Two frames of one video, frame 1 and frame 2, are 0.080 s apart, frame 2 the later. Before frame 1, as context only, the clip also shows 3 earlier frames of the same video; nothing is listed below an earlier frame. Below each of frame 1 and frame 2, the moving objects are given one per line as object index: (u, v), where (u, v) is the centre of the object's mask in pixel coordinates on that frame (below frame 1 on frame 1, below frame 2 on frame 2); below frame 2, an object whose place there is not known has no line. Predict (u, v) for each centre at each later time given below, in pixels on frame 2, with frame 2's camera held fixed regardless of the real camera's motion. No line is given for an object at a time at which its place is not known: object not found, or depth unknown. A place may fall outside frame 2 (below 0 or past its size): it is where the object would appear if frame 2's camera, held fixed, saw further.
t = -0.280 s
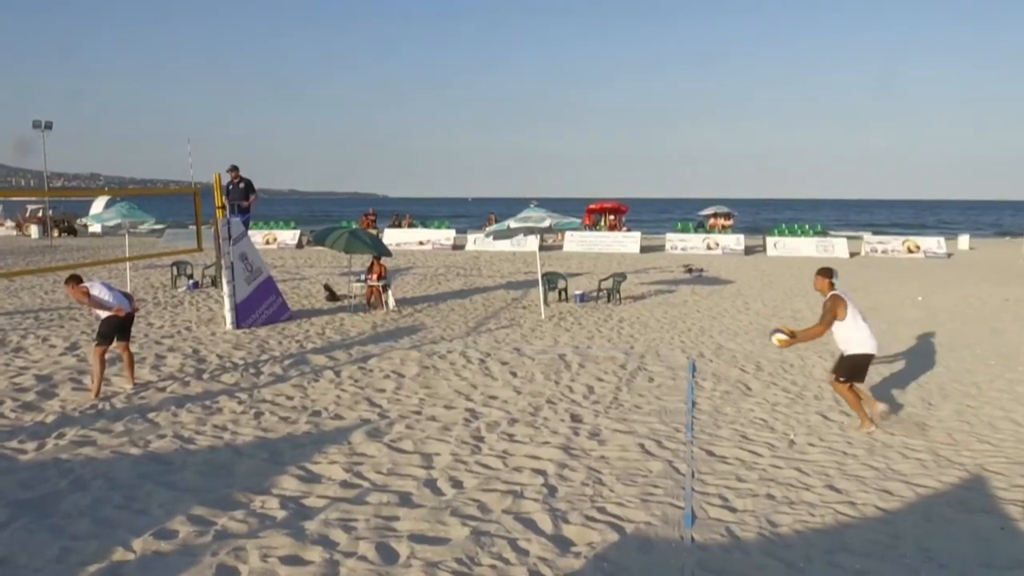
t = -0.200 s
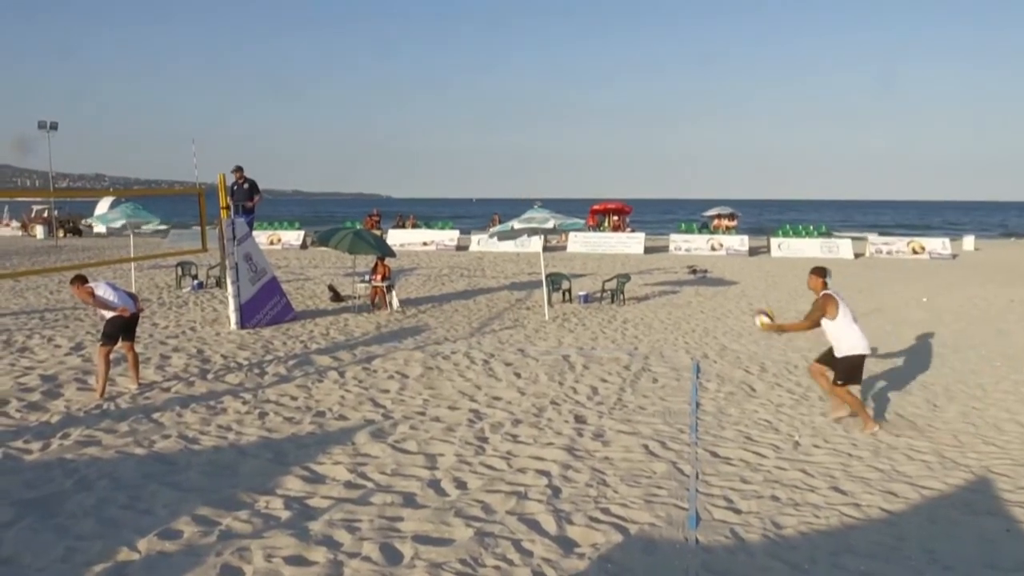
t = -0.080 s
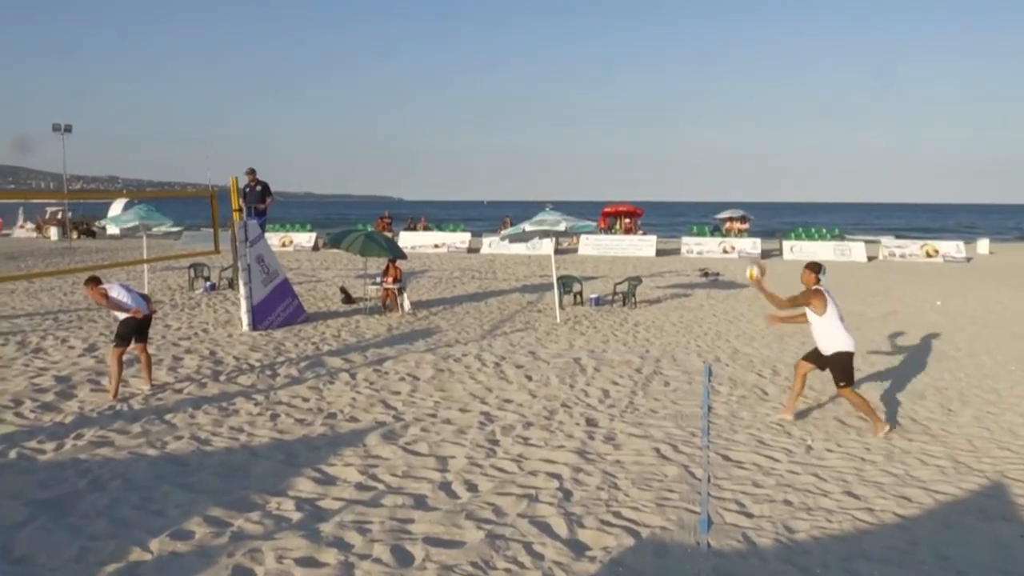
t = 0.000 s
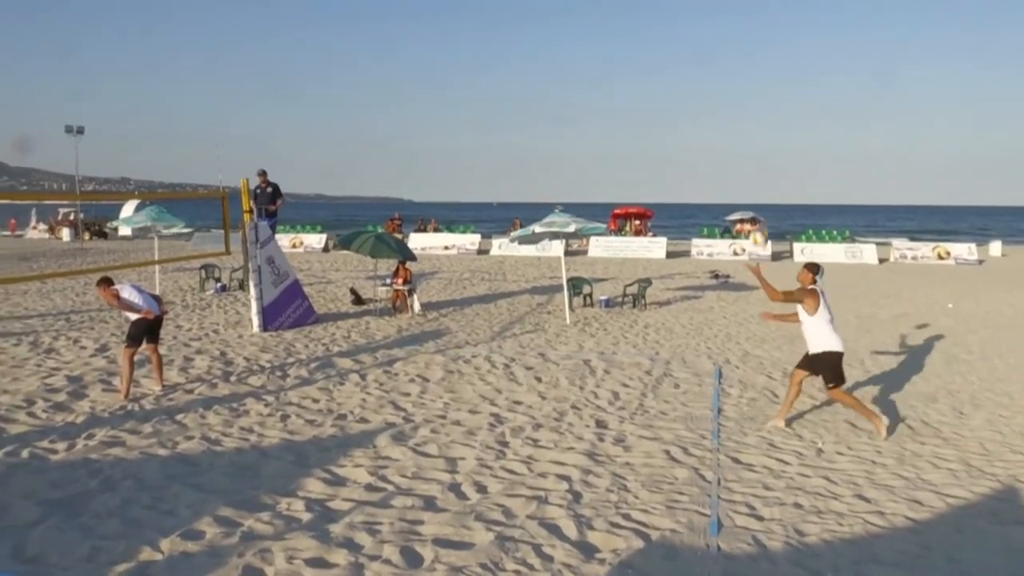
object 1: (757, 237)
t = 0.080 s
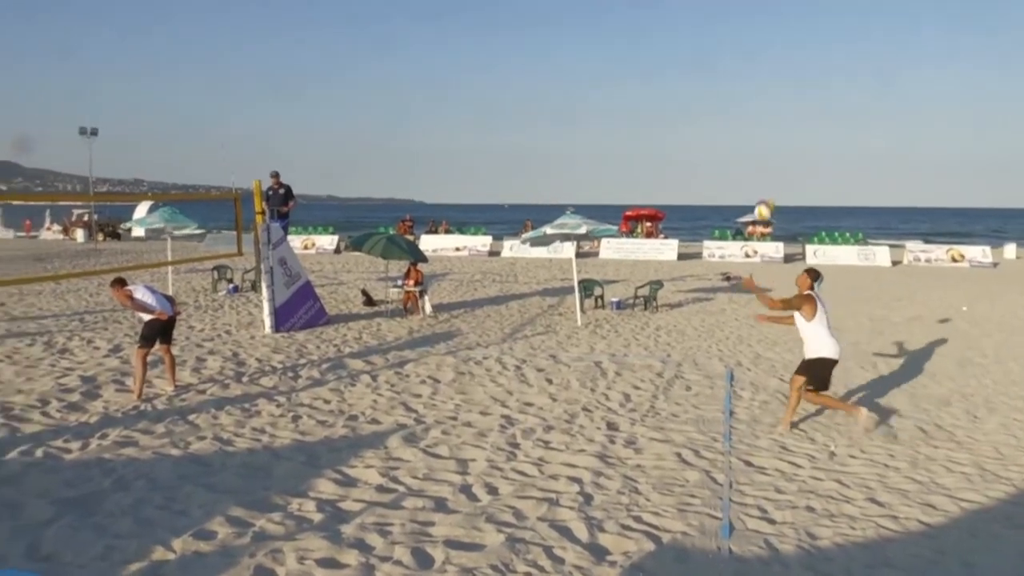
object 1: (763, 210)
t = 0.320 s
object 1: (742, 161)
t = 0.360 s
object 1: (738, 158)
